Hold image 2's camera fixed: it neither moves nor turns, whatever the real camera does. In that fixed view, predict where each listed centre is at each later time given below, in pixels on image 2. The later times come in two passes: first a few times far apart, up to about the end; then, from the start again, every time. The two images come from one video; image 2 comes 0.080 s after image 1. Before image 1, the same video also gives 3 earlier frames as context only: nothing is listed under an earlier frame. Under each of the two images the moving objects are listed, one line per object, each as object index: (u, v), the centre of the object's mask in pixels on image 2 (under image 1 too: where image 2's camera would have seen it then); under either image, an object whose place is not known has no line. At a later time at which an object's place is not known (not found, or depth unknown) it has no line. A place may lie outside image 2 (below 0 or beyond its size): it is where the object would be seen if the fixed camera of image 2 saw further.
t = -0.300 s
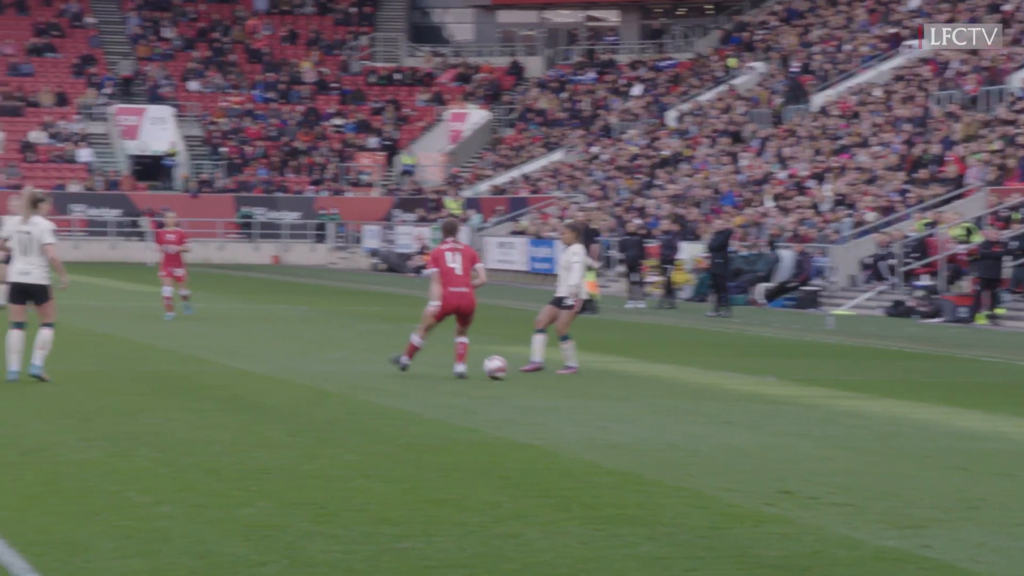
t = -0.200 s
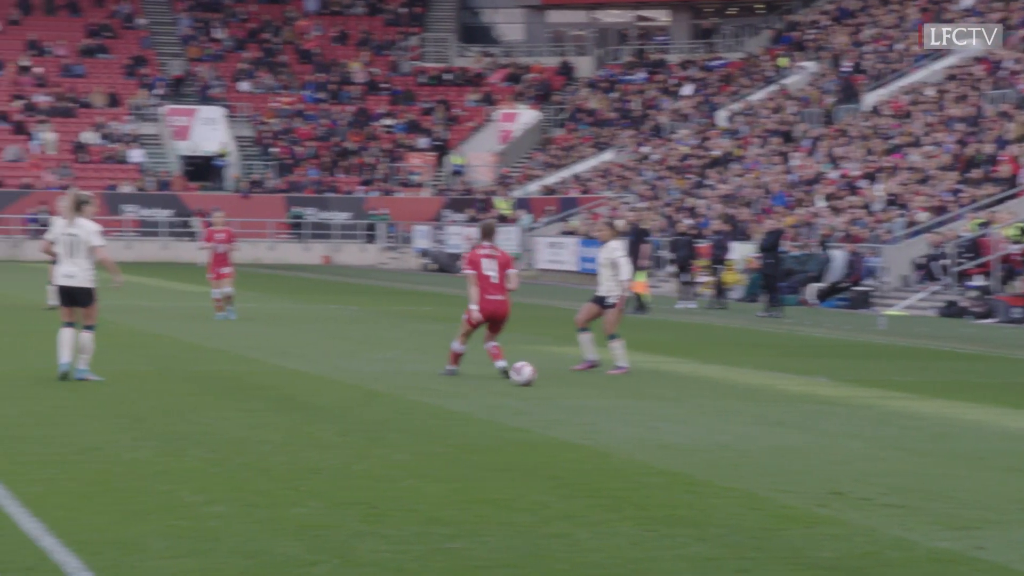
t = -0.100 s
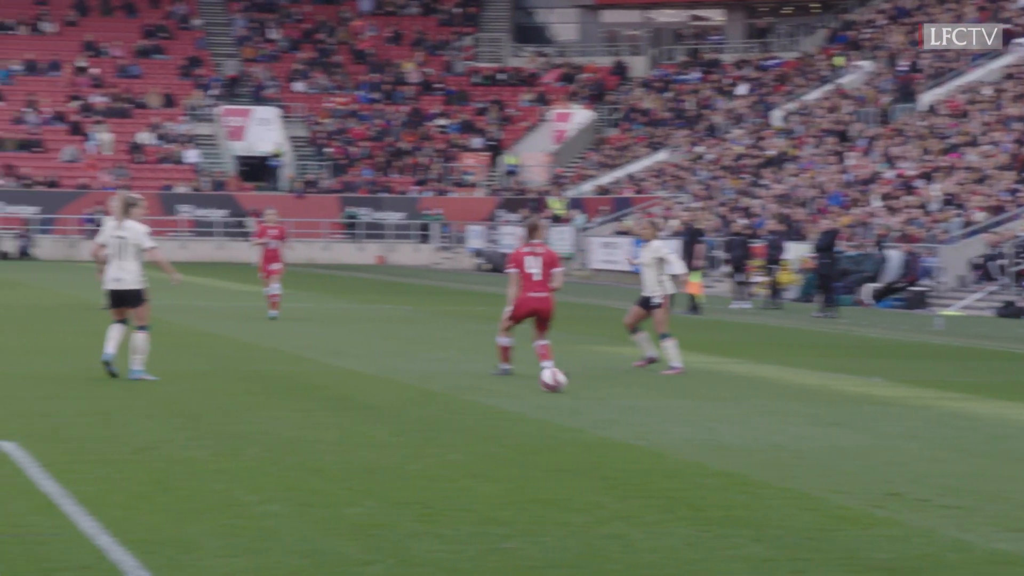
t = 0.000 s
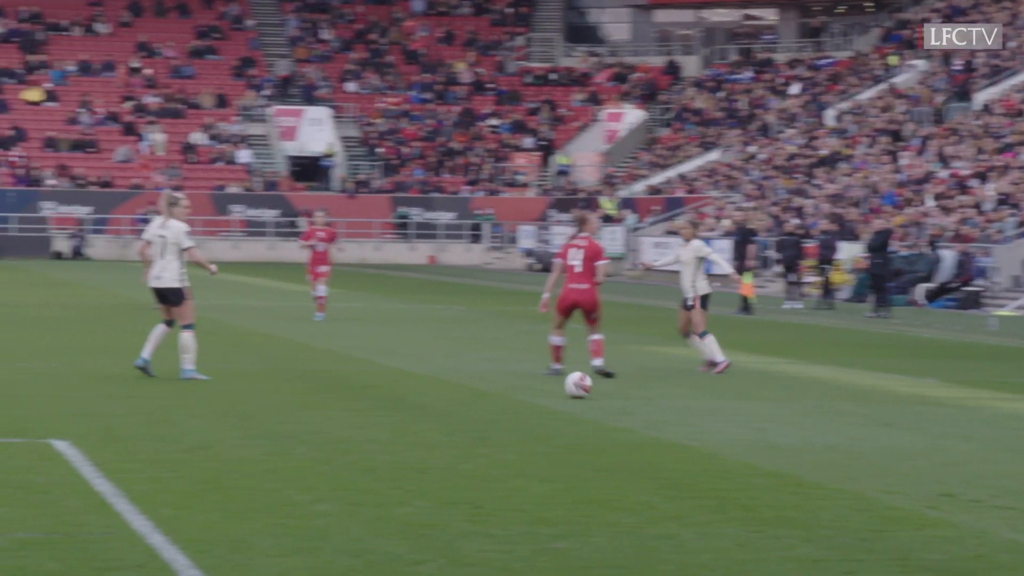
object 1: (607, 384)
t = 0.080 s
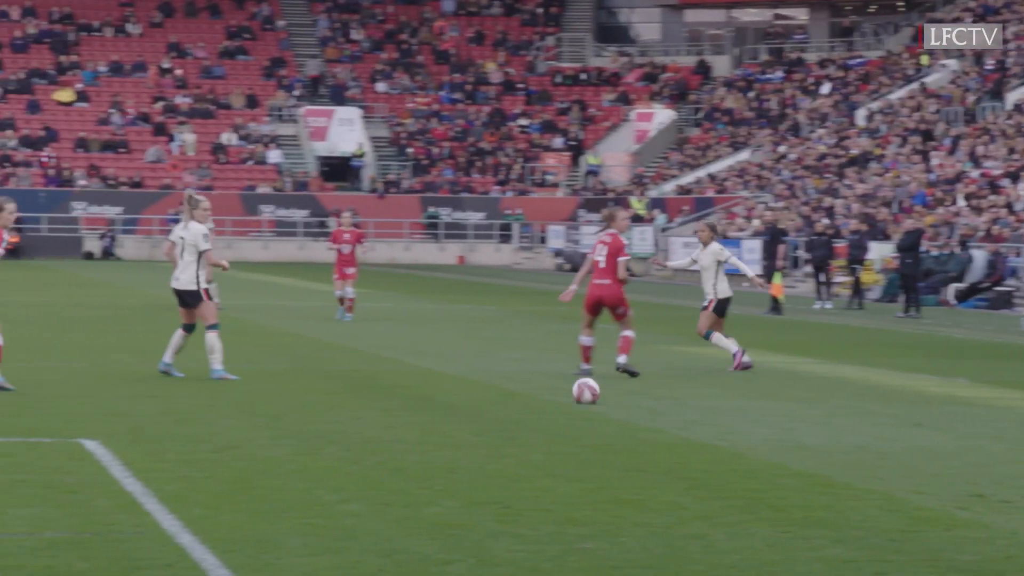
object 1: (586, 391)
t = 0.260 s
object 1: (540, 403)
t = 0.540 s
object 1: (470, 421)
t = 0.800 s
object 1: (403, 439)
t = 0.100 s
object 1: (581, 392)
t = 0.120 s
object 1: (576, 392)
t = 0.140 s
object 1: (571, 393)
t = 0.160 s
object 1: (566, 394)
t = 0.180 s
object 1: (560, 396)
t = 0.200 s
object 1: (555, 398)
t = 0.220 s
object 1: (550, 399)
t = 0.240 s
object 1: (545, 402)
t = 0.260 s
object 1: (540, 403)
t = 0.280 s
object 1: (535, 403)
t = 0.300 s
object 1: (530, 403)
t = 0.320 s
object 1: (524, 404)
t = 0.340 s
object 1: (520, 405)
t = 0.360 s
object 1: (514, 407)
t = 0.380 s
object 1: (509, 410)
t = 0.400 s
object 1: (504, 412)
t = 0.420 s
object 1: (499, 413)
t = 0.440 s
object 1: (494, 414)
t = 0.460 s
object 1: (489, 415)
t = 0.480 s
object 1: (484, 416)
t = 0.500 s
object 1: (480, 418)
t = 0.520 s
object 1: (475, 420)
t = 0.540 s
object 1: (470, 421)
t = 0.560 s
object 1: (465, 423)
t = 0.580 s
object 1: (460, 423)
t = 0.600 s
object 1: (455, 424)
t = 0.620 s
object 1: (450, 426)
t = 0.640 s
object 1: (446, 428)
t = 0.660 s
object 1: (441, 429)
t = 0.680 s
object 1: (435, 431)
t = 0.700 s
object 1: (430, 432)
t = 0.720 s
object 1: (425, 433)
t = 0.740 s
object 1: (420, 434)
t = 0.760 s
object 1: (415, 436)
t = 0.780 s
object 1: (408, 437)
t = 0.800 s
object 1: (403, 439)
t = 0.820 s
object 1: (397, 439)
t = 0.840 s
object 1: (391, 440)
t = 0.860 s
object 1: (386, 442)
